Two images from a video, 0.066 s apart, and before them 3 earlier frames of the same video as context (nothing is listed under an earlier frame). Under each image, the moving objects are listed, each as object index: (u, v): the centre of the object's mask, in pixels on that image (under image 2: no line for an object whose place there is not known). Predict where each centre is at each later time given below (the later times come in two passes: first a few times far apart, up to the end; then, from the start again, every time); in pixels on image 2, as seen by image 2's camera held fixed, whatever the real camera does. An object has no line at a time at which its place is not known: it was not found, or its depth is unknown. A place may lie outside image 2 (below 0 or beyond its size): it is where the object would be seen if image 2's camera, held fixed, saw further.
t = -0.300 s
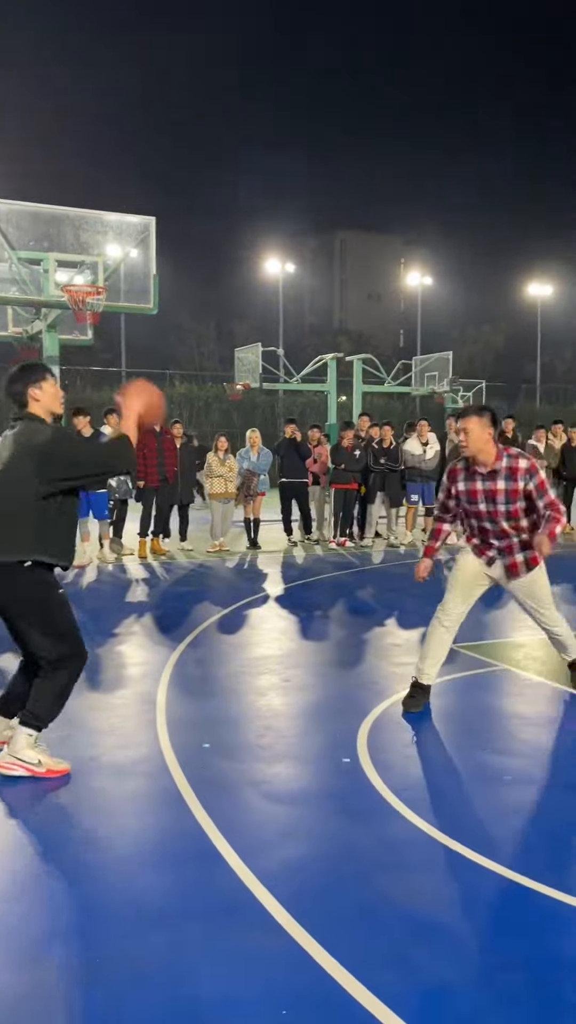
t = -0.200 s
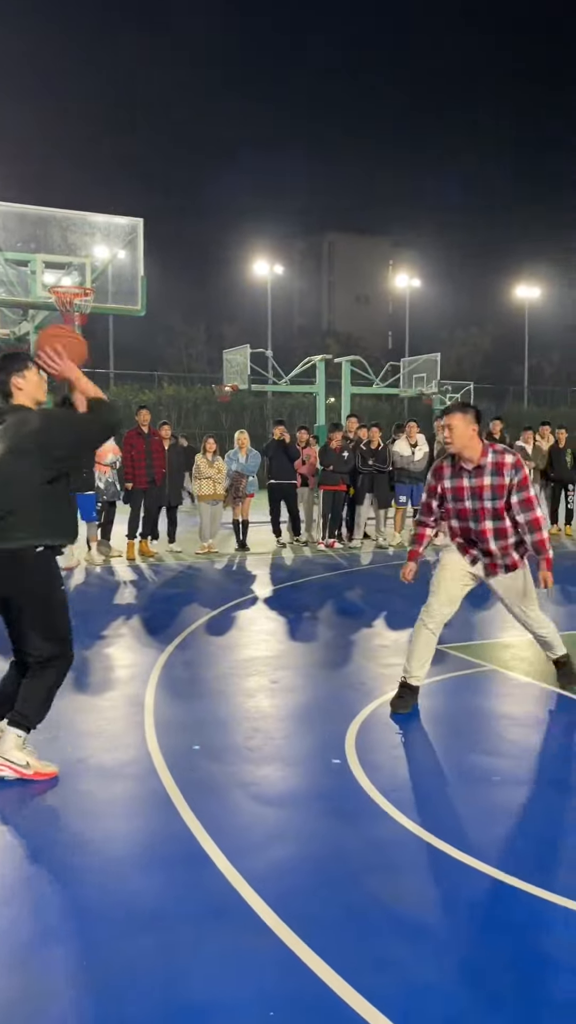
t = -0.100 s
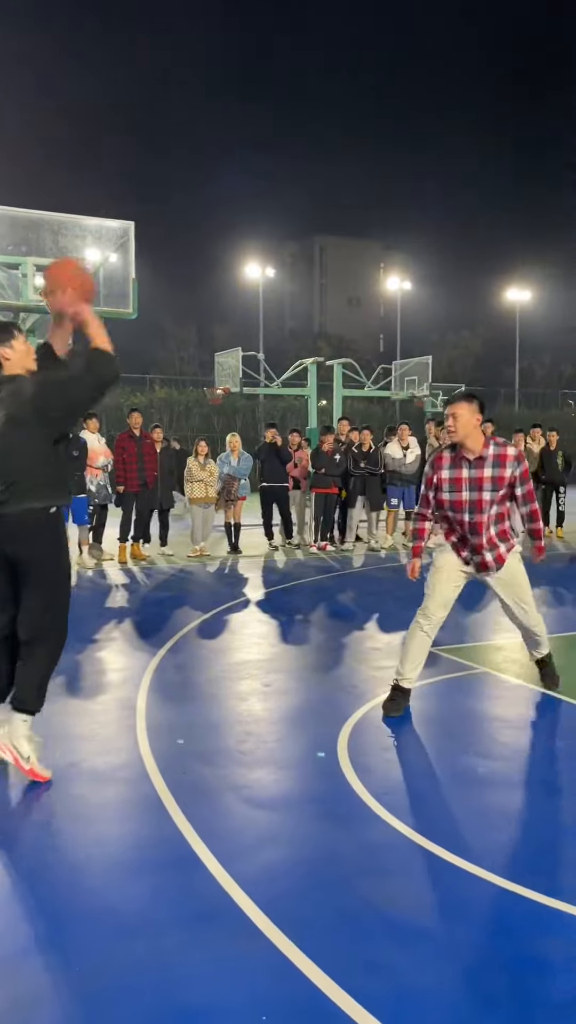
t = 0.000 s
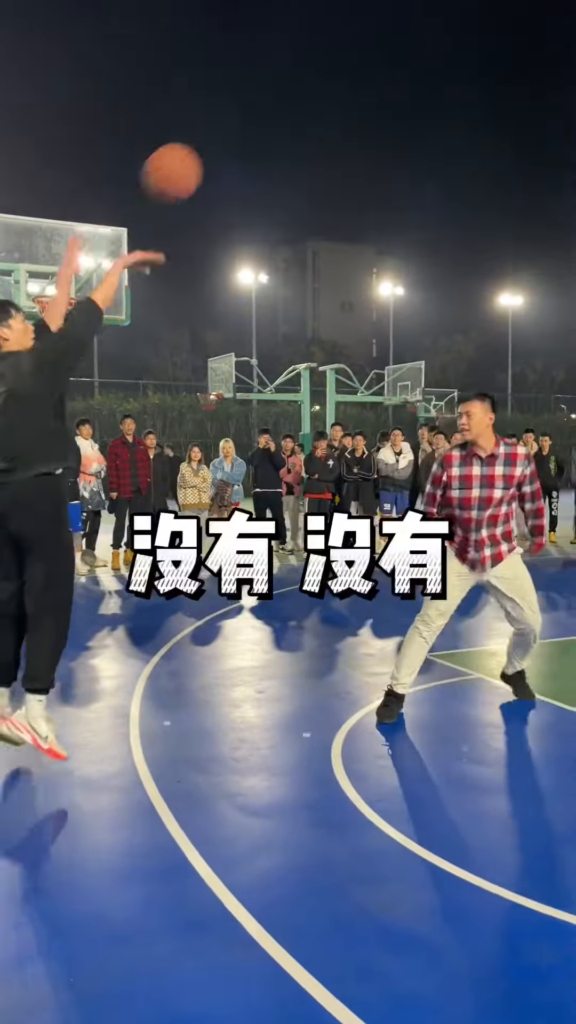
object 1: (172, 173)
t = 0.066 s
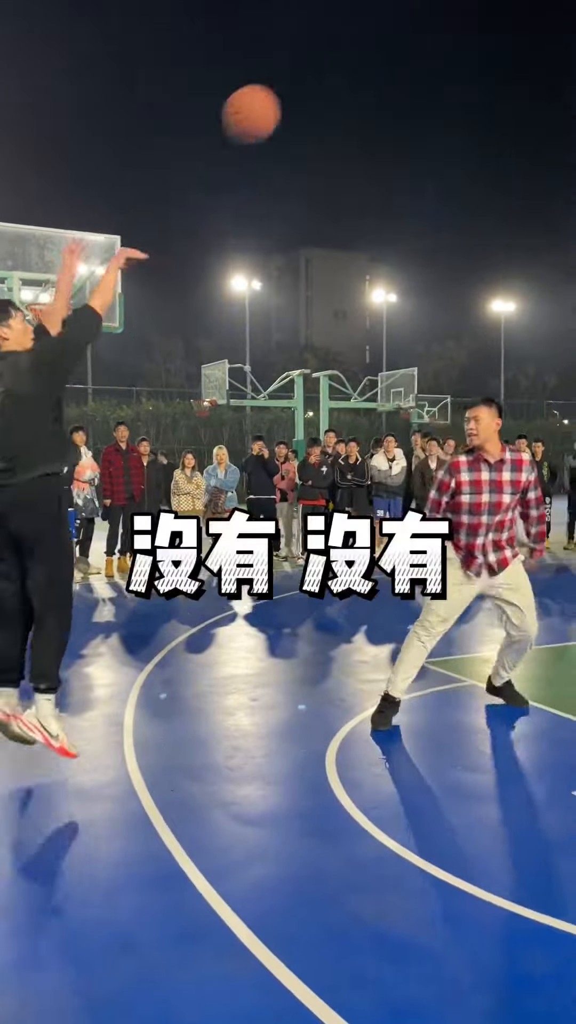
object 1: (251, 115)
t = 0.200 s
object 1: (411, 14)
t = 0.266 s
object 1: (484, -23)
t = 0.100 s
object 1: (293, 85)
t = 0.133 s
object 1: (333, 58)
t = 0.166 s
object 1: (372, 35)
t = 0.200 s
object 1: (411, 14)
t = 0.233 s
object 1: (450, -1)
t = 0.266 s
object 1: (484, -23)
